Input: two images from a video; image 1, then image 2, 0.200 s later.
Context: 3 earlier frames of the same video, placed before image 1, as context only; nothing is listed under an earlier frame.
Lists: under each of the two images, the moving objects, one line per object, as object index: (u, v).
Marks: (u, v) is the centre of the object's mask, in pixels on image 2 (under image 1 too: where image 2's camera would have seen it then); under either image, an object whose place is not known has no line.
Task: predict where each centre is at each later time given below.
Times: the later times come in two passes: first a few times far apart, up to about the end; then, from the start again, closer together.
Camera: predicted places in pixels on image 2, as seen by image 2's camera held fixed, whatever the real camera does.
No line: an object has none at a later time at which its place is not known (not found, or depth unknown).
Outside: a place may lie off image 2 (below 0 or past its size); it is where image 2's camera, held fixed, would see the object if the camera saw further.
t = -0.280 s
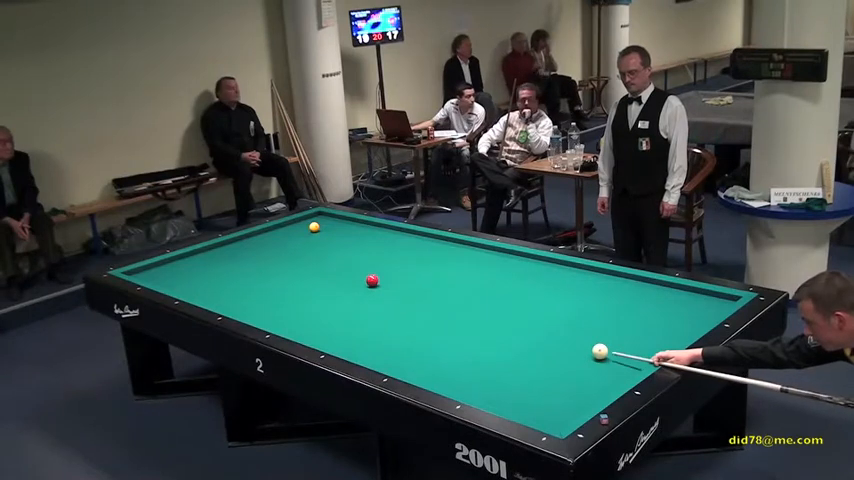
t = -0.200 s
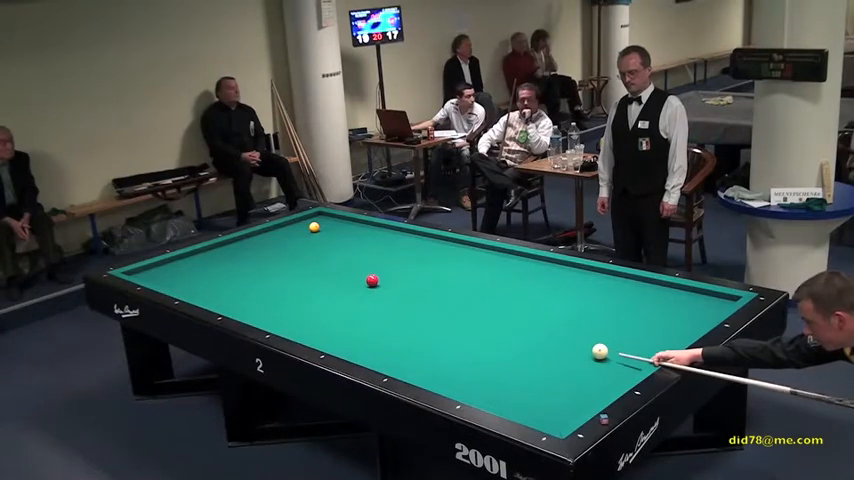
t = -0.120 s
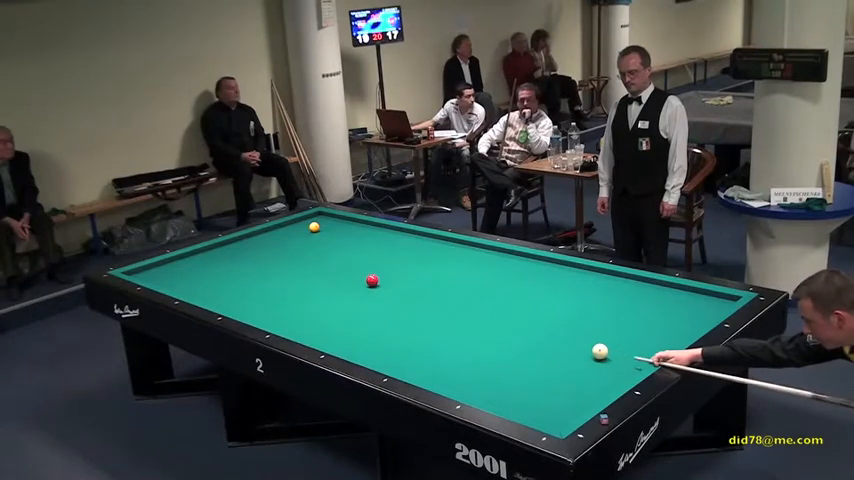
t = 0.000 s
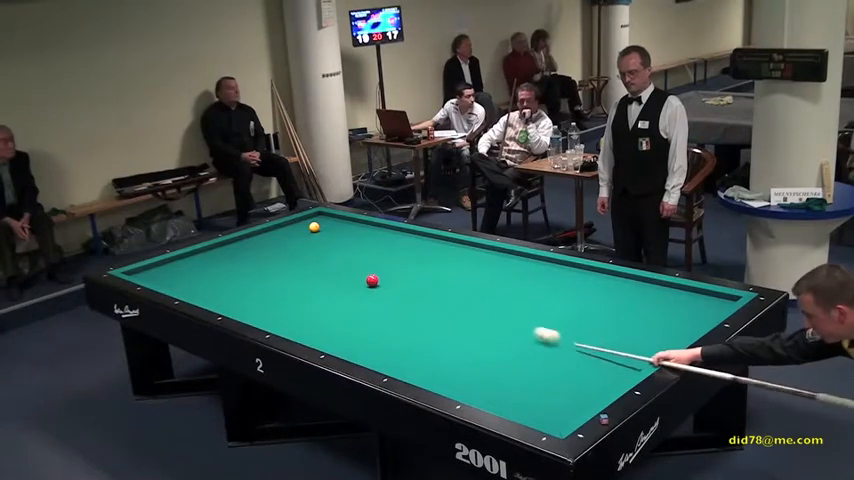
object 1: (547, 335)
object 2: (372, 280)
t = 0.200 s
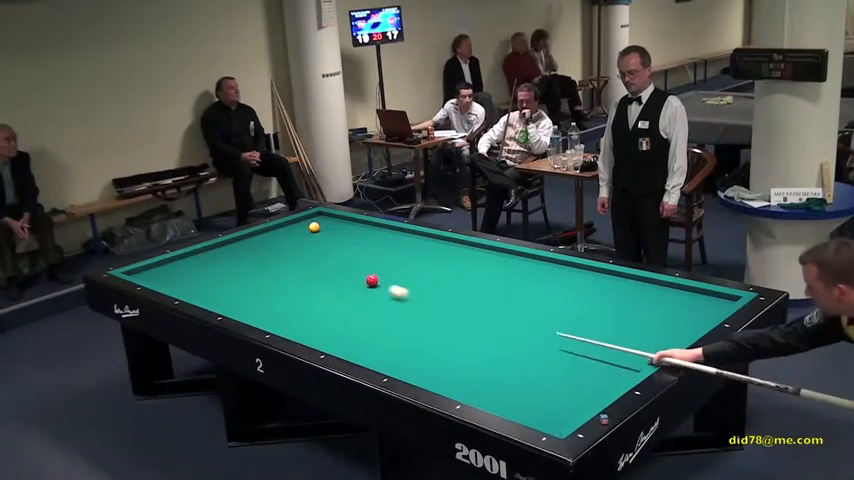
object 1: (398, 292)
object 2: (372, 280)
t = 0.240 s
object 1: (374, 285)
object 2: (372, 277)
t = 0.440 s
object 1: (264, 287)
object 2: (377, 251)
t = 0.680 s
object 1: (168, 283)
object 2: (382, 226)
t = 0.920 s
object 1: (175, 263)
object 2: (332, 229)
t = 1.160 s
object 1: (254, 260)
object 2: (285, 232)
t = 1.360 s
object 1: (309, 256)
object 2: (252, 234)
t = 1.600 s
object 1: (375, 252)
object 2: (241, 246)
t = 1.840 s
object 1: (441, 248)
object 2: (229, 258)
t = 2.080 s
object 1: (485, 252)
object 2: (214, 271)
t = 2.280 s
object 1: (502, 265)
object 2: (202, 282)
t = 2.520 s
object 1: (526, 283)
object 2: (193, 294)
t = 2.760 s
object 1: (552, 301)
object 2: (225, 293)
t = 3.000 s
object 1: (583, 323)
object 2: (256, 293)
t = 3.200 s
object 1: (610, 344)
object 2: (282, 292)
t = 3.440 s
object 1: (627, 366)
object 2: (312, 291)
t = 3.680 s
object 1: (571, 371)
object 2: (342, 290)
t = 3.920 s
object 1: (517, 377)
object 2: (372, 289)
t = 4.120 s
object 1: (473, 381)
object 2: (396, 288)
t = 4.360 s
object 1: (437, 377)
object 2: (425, 287)
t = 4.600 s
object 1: (427, 361)
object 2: (453, 286)
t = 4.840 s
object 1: (419, 346)
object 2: (482, 285)
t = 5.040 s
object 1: (413, 334)
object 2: (504, 285)
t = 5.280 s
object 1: (406, 322)
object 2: (532, 284)
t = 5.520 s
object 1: (399, 310)
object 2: (559, 283)
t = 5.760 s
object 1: (393, 300)
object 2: (585, 282)
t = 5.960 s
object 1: (389, 292)
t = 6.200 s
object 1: (383, 283)
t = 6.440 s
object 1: (379, 275)
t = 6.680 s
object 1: (374, 267)
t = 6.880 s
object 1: (371, 261)
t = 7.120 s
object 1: (367, 255)
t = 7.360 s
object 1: (363, 248)
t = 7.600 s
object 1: (360, 243)
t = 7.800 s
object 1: (357, 238)
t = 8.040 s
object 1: (354, 233)
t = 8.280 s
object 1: (351, 229)
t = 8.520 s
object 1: (348, 224)
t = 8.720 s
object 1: (346, 221)
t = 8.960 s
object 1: (342, 218)
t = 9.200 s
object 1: (332, 218)
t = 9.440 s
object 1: (323, 217)
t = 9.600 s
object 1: (317, 217)
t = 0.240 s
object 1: (374, 285)
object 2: (372, 277)
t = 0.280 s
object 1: (351, 285)
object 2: (373, 274)
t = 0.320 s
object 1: (328, 286)
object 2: (374, 268)
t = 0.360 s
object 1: (306, 286)
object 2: (375, 261)
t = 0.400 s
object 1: (285, 286)
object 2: (376, 256)
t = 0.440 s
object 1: (264, 287)
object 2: (377, 251)
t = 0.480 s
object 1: (245, 287)
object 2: (378, 246)
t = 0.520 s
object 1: (225, 288)
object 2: (379, 241)
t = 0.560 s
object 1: (207, 288)
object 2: (380, 237)
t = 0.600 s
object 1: (190, 288)
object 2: (381, 233)
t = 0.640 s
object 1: (174, 287)
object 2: (382, 229)
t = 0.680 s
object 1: (168, 283)
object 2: (382, 226)
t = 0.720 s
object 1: (165, 279)
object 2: (375, 226)
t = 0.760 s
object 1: (163, 274)
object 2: (365, 227)
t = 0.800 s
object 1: (160, 269)
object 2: (356, 228)
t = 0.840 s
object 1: (157, 265)
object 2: (348, 228)
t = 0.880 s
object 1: (162, 263)
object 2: (339, 229)
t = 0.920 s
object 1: (175, 263)
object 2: (332, 229)
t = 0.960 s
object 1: (189, 262)
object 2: (324, 230)
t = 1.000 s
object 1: (203, 262)
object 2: (316, 230)
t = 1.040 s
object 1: (216, 262)
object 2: (308, 231)
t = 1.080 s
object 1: (229, 261)
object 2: (300, 231)
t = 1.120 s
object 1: (242, 261)
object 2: (293, 231)
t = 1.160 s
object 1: (254, 260)
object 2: (285, 232)
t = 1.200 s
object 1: (265, 259)
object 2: (278, 232)
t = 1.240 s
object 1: (276, 259)
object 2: (270, 232)
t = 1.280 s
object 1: (287, 258)
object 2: (263, 232)
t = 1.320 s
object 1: (298, 257)
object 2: (255, 233)
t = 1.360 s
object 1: (309, 256)
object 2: (252, 234)
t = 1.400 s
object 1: (320, 256)
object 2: (251, 236)
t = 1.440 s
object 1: (332, 255)
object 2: (249, 238)
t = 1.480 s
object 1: (342, 254)
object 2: (247, 240)
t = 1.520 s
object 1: (354, 253)
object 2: (245, 242)
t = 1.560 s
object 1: (365, 253)
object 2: (243, 244)
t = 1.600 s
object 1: (375, 252)
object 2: (241, 246)
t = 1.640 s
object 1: (387, 251)
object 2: (239, 247)
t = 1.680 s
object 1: (397, 250)
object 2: (237, 250)
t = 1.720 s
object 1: (408, 250)
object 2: (235, 252)
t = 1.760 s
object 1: (419, 249)
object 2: (233, 254)
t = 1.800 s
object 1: (430, 248)
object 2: (231, 256)
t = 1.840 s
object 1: (441, 248)
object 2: (229, 258)
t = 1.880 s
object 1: (451, 247)
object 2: (226, 260)
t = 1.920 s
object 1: (463, 246)
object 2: (224, 262)
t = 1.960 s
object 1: (473, 246)
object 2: (222, 264)
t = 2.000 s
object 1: (480, 246)
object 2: (219, 266)
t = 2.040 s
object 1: (483, 249)
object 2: (217, 268)
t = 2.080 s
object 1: (485, 252)
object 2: (214, 271)
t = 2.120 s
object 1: (488, 255)
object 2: (212, 273)
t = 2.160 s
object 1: (492, 257)
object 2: (210, 275)
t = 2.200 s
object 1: (495, 260)
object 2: (208, 277)
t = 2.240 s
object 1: (499, 262)
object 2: (205, 280)
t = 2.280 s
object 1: (502, 265)
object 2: (202, 282)
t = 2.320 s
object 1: (506, 268)
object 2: (200, 285)
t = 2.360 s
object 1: (510, 271)
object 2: (198, 287)
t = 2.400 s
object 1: (514, 274)
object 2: (195, 289)
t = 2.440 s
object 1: (518, 277)
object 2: (192, 291)
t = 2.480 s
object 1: (522, 279)
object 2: (190, 293)
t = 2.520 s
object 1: (526, 283)
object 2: (193, 294)
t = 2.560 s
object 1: (531, 285)
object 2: (198, 294)
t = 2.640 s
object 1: (539, 292)
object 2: (209, 294)
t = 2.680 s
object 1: (543, 295)
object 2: (215, 294)
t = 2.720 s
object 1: (548, 298)
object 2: (220, 294)
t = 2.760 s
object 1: (552, 301)
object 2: (225, 293)
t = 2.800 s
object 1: (557, 305)
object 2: (230, 293)
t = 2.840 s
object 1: (562, 309)
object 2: (235, 293)
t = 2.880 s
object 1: (567, 312)
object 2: (240, 293)
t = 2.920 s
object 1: (572, 316)
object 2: (246, 293)
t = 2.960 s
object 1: (577, 319)
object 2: (251, 293)
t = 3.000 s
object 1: (583, 323)
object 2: (256, 293)
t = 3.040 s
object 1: (588, 327)
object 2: (261, 293)
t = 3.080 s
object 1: (593, 331)
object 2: (266, 292)
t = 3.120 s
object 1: (599, 335)
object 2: (271, 292)
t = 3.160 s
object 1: (604, 340)
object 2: (276, 292)
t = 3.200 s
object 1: (610, 344)
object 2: (282, 292)
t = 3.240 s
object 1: (616, 348)
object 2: (287, 292)
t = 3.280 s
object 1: (622, 353)
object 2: (291, 291)
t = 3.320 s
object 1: (629, 357)
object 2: (296, 292)
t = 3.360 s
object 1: (635, 361)
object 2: (302, 291)
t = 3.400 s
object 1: (637, 364)
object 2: (306, 291)
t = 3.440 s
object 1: (627, 366)
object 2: (312, 291)
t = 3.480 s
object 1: (616, 366)
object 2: (317, 291)
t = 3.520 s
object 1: (606, 367)
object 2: (322, 291)
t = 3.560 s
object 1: (597, 368)
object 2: (327, 290)
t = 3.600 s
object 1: (588, 369)
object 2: (332, 290)
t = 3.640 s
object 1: (580, 370)
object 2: (337, 290)
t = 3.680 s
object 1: (571, 371)
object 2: (342, 290)
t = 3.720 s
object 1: (562, 372)
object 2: (347, 290)
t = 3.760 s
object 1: (553, 373)
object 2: (352, 290)
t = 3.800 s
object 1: (544, 374)
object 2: (357, 289)
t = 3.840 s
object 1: (535, 375)
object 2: (362, 289)
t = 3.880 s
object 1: (526, 376)
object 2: (367, 289)
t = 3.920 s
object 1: (517, 377)
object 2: (372, 289)
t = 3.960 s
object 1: (508, 377)
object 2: (376, 289)
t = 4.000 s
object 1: (499, 378)
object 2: (381, 288)
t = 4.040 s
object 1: (490, 379)
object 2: (386, 288)
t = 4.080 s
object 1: (482, 380)
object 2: (391, 288)
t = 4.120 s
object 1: (473, 381)
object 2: (396, 288)
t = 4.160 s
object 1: (464, 382)
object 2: (401, 288)
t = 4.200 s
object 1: (456, 383)
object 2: (406, 288)
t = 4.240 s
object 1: (447, 382)
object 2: (411, 287)
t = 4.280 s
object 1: (440, 381)
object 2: (415, 287)
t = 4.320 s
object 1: (439, 379)
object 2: (420, 287)
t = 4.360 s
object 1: (437, 377)
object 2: (425, 287)
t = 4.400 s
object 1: (436, 374)
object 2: (430, 287)
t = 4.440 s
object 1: (434, 371)
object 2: (434, 287)
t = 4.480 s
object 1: (432, 369)
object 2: (439, 287)
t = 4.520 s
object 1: (431, 366)
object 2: (444, 287)
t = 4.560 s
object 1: (429, 363)
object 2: (449, 286)
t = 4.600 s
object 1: (427, 361)
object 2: (453, 286)
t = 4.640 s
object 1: (426, 358)
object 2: (458, 286)
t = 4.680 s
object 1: (425, 355)
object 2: (463, 286)
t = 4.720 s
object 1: (423, 353)
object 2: (468, 286)
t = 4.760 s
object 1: (422, 350)
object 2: (472, 286)
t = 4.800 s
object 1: (420, 348)
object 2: (477, 286)
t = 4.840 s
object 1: (419, 346)
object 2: (482, 285)
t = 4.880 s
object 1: (418, 343)
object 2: (486, 285)
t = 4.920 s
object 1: (417, 341)
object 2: (491, 285)
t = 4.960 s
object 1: (416, 339)
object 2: (495, 285)
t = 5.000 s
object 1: (414, 336)
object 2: (500, 284)
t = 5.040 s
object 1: (413, 334)
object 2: (504, 285)
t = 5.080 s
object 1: (412, 332)
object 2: (509, 284)
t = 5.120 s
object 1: (411, 330)
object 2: (514, 284)
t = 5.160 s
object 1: (410, 328)
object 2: (518, 284)
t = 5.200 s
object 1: (408, 326)
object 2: (523, 284)
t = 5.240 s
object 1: (407, 324)
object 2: (527, 284)
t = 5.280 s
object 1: (406, 322)
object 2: (532, 284)
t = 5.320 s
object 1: (405, 320)
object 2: (536, 283)
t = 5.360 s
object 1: (404, 318)
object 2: (541, 283)
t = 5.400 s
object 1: (403, 316)
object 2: (545, 283)
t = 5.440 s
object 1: (402, 314)
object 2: (550, 283)
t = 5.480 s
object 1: (400, 312)
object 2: (554, 283)
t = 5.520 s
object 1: (399, 310)
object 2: (559, 283)
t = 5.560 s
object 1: (398, 308)
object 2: (563, 283)
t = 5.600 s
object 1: (397, 307)
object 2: (567, 283)
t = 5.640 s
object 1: (396, 305)
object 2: (572, 282)
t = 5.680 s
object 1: (395, 304)
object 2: (576, 282)
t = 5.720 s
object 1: (394, 302)
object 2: (580, 282)
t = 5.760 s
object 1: (393, 300)
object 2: (585, 282)
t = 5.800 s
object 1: (392, 299)
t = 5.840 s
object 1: (391, 297)
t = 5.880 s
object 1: (390, 295)
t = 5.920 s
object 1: (390, 294)
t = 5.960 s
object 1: (389, 292)
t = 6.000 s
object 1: (388, 290)
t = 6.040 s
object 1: (387, 289)
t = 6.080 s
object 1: (386, 287)
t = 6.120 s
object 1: (385, 286)
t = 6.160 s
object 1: (384, 285)
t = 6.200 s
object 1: (383, 283)
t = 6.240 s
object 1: (383, 282)
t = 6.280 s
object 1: (382, 280)
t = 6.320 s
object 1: (381, 279)
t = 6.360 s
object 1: (380, 277)
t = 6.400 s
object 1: (379, 276)
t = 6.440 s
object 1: (379, 275)
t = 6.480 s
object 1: (378, 273)
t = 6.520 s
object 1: (377, 272)
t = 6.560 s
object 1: (376, 271)
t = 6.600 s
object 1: (376, 270)
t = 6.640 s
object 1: (375, 268)
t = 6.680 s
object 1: (374, 267)
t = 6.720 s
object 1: (373, 266)
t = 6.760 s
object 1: (373, 265)
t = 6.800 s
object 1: (372, 264)
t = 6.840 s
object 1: (371, 263)
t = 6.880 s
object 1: (371, 261)
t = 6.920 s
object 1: (370, 260)
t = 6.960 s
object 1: (369, 259)
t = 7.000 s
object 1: (369, 258)
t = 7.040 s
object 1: (368, 257)
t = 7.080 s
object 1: (367, 256)
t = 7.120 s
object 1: (367, 255)
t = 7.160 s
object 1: (366, 253)
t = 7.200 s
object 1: (365, 253)
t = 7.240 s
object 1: (365, 252)
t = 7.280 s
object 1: (364, 250)
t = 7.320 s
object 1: (364, 249)
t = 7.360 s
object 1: (363, 248)
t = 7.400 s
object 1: (362, 248)
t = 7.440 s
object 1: (362, 247)
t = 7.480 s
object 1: (361, 246)
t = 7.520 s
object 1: (361, 245)
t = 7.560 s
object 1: (360, 244)
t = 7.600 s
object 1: (360, 243)
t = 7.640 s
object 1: (359, 242)
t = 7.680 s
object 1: (358, 241)
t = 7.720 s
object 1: (358, 240)
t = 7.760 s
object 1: (357, 239)
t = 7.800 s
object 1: (357, 238)
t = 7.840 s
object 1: (356, 237)
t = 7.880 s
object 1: (356, 237)
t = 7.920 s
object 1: (355, 236)
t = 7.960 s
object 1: (355, 235)
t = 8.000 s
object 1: (354, 234)
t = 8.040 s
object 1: (354, 233)
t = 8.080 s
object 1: (353, 232)
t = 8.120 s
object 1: (353, 232)
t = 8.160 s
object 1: (352, 231)
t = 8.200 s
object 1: (352, 230)
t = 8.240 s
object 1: (352, 229)
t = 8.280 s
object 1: (351, 229)
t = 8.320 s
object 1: (351, 228)
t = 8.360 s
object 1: (350, 227)
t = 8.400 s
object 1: (350, 226)
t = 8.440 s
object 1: (350, 226)
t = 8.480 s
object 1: (349, 225)
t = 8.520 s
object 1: (348, 224)
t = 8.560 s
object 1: (348, 223)
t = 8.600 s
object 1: (347, 223)
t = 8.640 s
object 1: (347, 222)
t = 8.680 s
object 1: (347, 222)
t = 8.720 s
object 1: (346, 221)
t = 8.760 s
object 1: (346, 220)
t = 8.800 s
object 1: (345, 219)
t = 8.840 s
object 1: (345, 219)
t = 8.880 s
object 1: (345, 218)
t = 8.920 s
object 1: (343, 218)
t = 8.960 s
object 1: (342, 218)
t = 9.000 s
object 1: (340, 218)
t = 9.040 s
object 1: (338, 218)
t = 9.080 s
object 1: (337, 218)
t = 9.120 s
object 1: (335, 218)
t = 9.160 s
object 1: (334, 218)
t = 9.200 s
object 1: (332, 218)
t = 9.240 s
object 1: (331, 218)
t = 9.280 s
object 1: (329, 218)
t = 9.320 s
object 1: (327, 218)
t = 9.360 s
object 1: (326, 218)
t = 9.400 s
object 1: (325, 218)
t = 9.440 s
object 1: (323, 217)
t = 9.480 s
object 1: (322, 217)
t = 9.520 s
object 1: (320, 217)
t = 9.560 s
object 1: (319, 217)
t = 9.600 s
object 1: (317, 217)
